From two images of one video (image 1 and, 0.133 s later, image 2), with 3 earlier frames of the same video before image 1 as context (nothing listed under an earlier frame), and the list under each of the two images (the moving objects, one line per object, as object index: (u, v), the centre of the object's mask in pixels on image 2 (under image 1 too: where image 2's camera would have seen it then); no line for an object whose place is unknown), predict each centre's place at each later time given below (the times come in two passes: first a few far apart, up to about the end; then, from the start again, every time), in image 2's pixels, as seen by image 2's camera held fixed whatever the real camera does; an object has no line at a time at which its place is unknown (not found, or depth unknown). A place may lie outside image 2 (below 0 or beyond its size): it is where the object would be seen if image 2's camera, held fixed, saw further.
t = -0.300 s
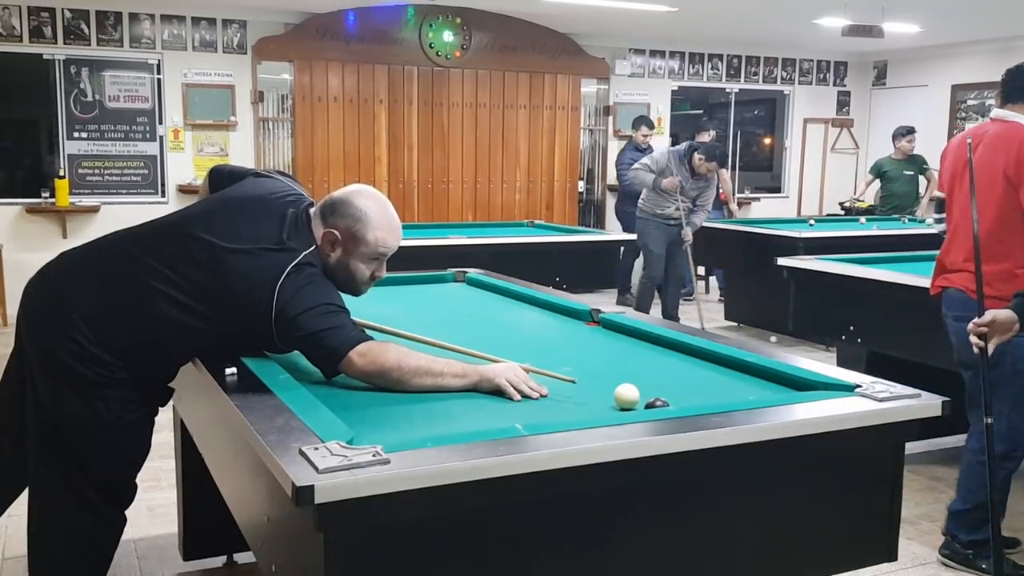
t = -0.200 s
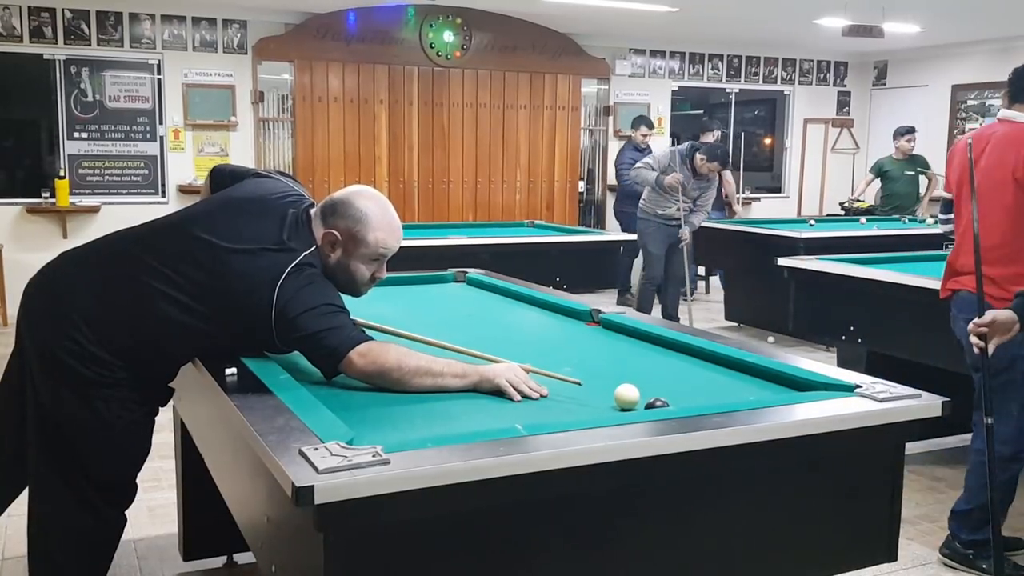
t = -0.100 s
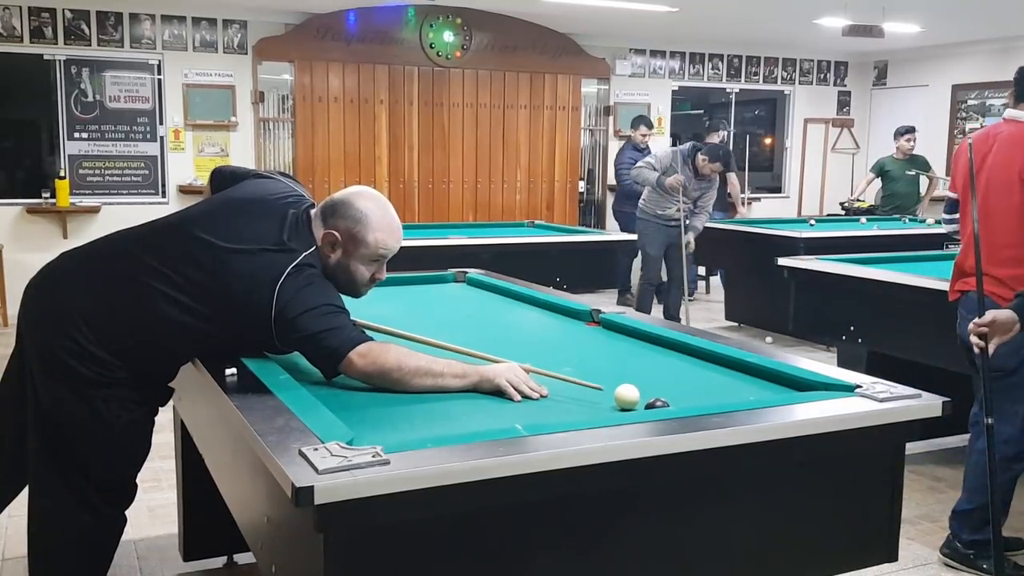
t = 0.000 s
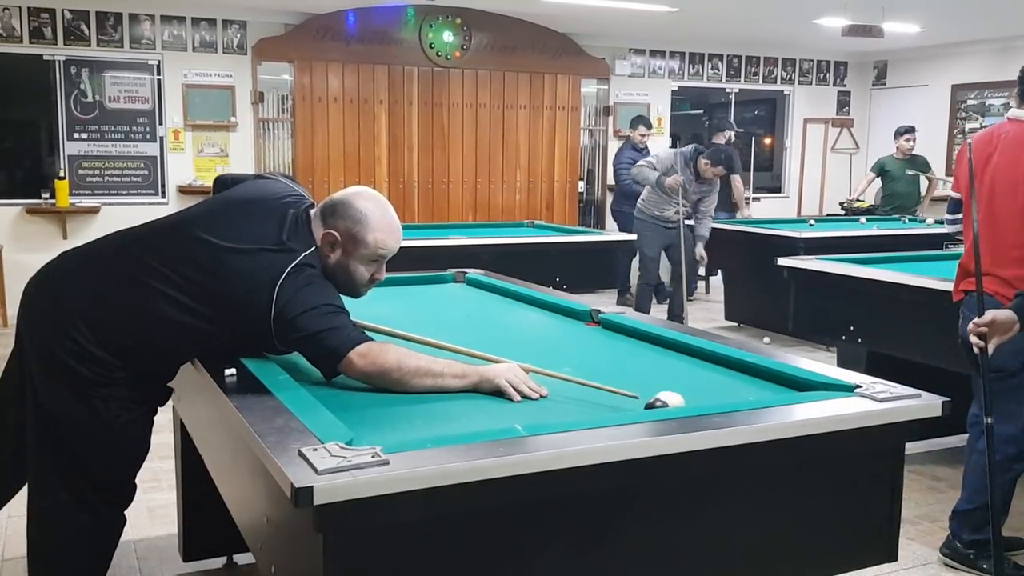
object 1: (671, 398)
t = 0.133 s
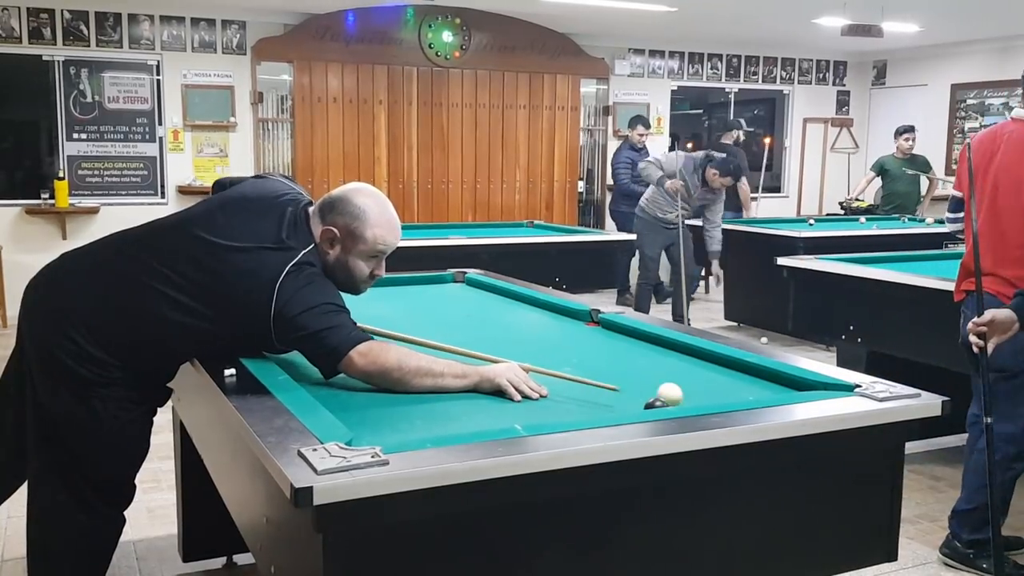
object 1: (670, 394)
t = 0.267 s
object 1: (660, 384)
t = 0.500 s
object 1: (646, 368)
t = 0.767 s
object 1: (634, 352)
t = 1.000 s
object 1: (625, 341)
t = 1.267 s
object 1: (616, 330)
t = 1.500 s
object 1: (598, 323)
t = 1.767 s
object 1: (572, 319)
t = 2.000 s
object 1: (553, 322)
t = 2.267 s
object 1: (529, 335)
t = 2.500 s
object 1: (506, 348)
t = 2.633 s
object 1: (492, 357)
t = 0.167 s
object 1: (668, 391)
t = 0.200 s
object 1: (665, 389)
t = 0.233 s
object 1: (663, 387)
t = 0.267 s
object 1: (660, 384)
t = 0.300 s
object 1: (658, 382)
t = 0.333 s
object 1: (656, 379)
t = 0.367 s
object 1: (654, 377)
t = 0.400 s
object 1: (652, 375)
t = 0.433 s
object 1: (650, 372)
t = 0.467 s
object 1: (648, 370)
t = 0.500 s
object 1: (646, 368)
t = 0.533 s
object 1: (645, 366)
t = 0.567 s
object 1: (643, 364)
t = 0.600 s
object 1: (642, 362)
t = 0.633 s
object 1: (640, 360)
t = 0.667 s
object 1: (638, 358)
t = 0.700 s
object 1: (637, 356)
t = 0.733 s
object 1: (635, 354)
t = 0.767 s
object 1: (634, 352)
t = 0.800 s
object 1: (633, 350)
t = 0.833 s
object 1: (631, 349)
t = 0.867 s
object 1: (630, 347)
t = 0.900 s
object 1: (628, 346)
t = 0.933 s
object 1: (627, 344)
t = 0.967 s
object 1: (626, 342)
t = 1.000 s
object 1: (625, 341)
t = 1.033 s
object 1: (624, 339)
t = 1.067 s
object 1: (623, 338)
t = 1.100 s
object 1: (621, 337)
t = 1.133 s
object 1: (620, 335)
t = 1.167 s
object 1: (619, 334)
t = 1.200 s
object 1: (618, 333)
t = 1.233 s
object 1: (617, 331)
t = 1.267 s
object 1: (616, 330)
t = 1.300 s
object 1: (615, 329)
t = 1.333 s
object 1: (614, 328)
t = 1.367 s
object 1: (613, 327)
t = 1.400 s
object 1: (609, 326)
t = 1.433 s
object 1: (606, 325)
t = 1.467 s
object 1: (602, 324)
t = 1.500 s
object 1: (598, 323)
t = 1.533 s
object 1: (595, 323)
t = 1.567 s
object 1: (592, 322)
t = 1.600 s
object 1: (588, 321)
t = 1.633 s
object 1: (585, 320)
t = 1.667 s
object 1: (582, 320)
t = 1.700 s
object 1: (579, 319)
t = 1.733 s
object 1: (575, 319)
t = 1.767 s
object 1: (572, 319)
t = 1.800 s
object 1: (570, 319)
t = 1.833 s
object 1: (567, 319)
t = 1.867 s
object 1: (564, 319)
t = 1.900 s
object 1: (561, 319)
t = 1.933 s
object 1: (558, 320)
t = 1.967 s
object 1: (555, 321)
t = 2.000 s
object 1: (553, 322)
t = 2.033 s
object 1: (550, 323)
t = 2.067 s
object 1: (547, 324)
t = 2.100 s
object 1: (544, 326)
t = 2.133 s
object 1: (541, 328)
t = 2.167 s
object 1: (538, 330)
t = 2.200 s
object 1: (535, 332)
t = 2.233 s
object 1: (532, 333)
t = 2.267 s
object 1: (529, 335)
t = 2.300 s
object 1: (526, 337)
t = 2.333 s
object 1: (523, 339)
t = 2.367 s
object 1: (520, 341)
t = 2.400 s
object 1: (517, 343)
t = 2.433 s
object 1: (513, 345)
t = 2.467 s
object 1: (510, 346)
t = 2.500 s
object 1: (506, 348)
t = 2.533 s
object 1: (503, 350)
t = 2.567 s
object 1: (499, 353)
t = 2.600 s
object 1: (496, 355)
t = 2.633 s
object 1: (492, 357)
